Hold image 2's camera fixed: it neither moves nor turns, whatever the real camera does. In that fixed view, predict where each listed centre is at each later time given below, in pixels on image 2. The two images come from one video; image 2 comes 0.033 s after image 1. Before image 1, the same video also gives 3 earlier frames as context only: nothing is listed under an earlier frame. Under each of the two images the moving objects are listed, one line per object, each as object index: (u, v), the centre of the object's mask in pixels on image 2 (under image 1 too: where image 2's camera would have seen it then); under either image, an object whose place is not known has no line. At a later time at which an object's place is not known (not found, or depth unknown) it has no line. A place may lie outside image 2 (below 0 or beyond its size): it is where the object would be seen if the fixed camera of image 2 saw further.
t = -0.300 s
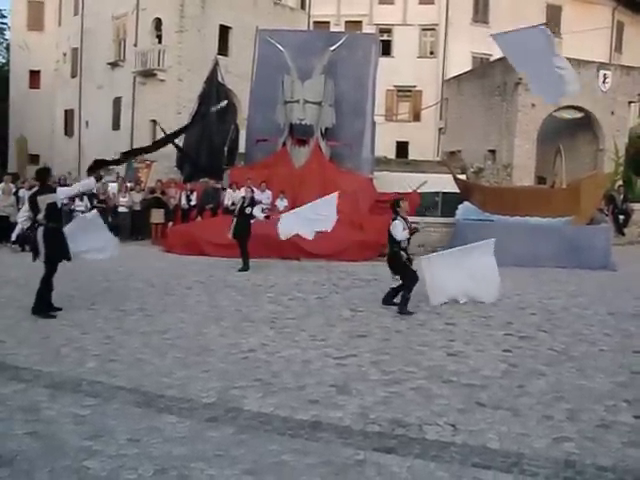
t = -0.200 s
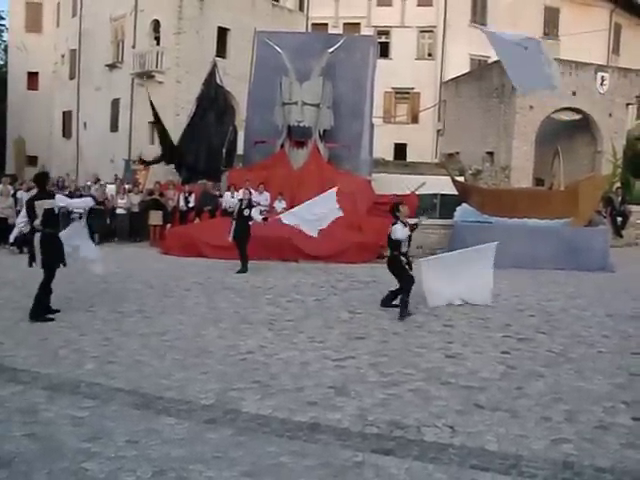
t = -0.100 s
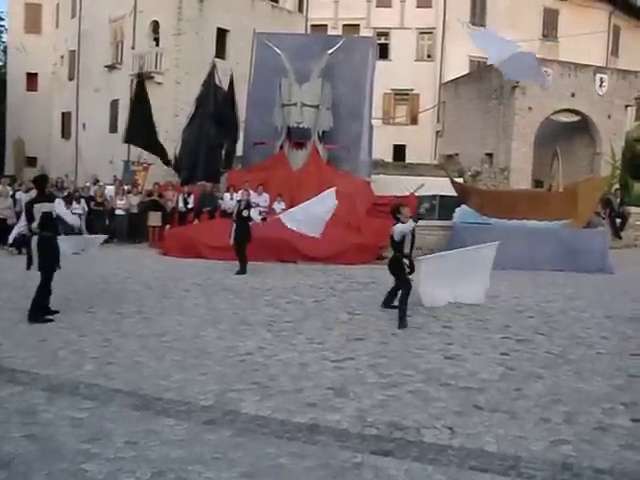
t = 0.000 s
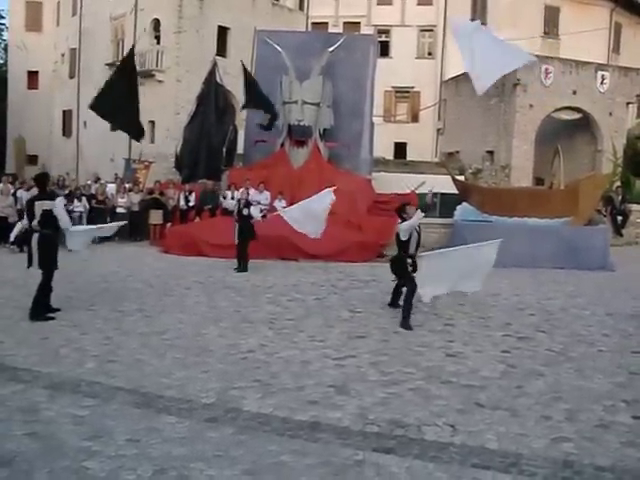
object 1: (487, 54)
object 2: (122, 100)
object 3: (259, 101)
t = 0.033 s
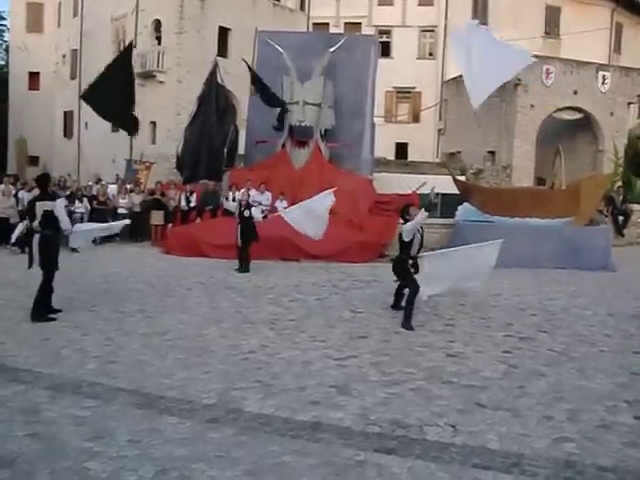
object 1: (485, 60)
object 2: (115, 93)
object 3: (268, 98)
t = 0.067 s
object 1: (482, 67)
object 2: (109, 86)
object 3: (274, 97)
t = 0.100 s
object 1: (479, 73)
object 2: (103, 79)
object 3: (278, 94)
